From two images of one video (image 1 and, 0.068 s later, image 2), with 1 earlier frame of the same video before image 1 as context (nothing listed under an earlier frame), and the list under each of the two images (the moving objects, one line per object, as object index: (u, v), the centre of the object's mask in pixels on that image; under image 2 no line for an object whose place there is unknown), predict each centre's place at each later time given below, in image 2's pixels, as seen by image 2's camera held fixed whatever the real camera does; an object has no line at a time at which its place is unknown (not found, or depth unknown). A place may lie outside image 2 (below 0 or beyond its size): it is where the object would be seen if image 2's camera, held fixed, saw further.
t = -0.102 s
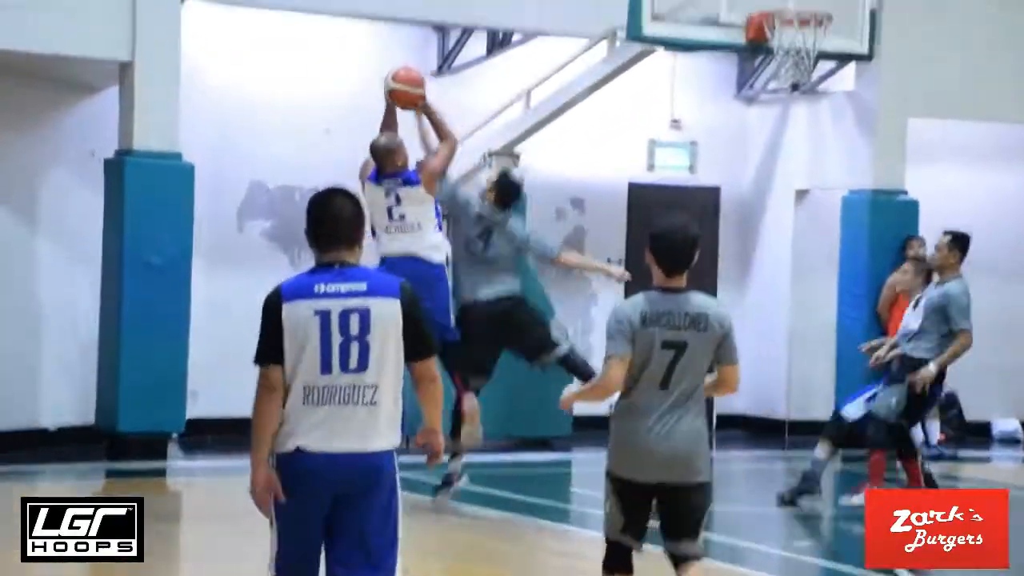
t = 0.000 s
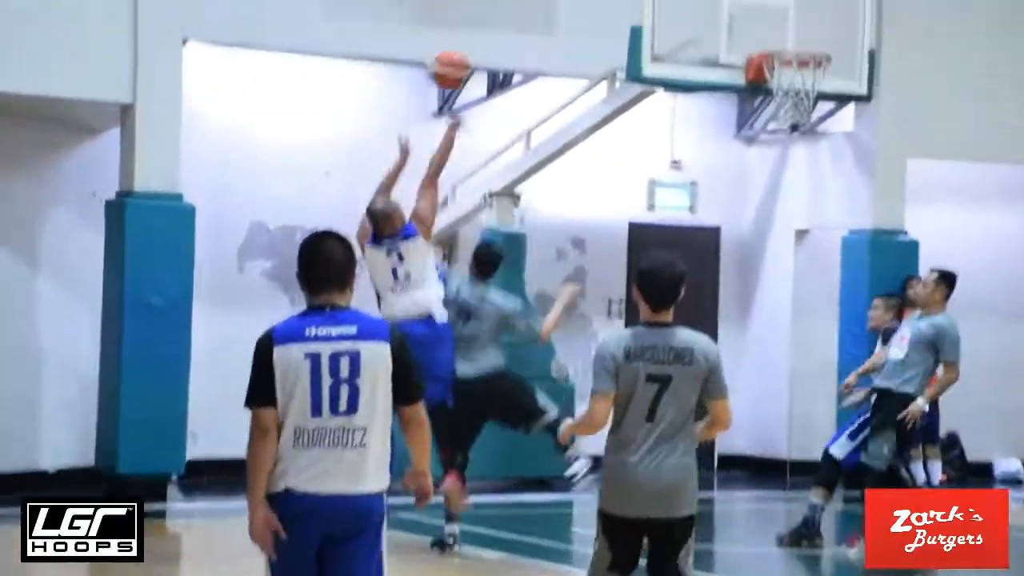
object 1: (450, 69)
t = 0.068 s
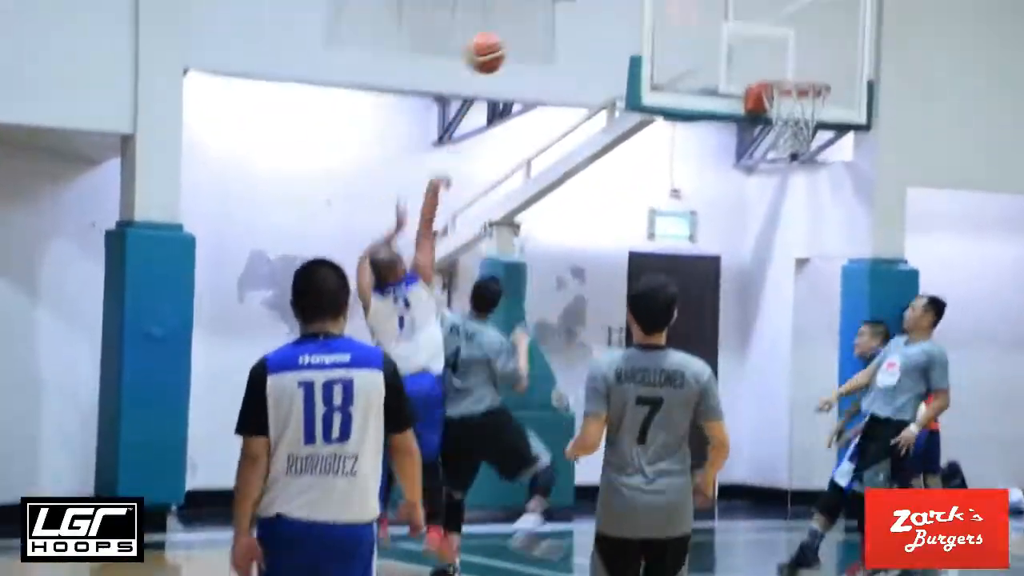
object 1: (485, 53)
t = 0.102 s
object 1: (502, 34)
